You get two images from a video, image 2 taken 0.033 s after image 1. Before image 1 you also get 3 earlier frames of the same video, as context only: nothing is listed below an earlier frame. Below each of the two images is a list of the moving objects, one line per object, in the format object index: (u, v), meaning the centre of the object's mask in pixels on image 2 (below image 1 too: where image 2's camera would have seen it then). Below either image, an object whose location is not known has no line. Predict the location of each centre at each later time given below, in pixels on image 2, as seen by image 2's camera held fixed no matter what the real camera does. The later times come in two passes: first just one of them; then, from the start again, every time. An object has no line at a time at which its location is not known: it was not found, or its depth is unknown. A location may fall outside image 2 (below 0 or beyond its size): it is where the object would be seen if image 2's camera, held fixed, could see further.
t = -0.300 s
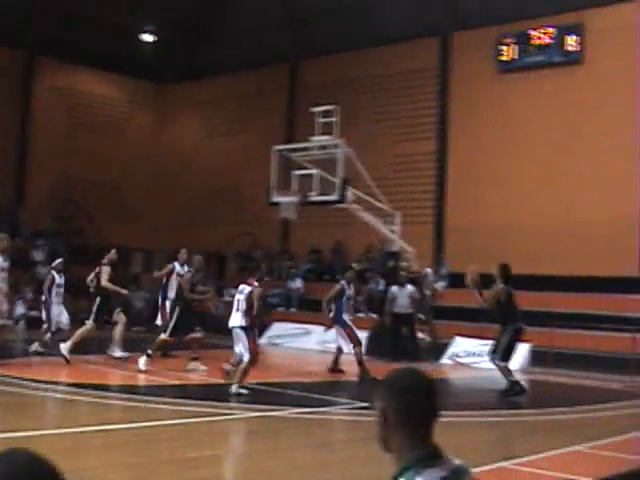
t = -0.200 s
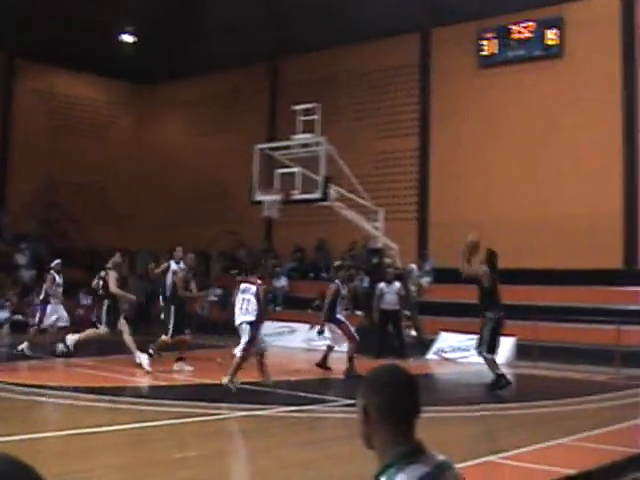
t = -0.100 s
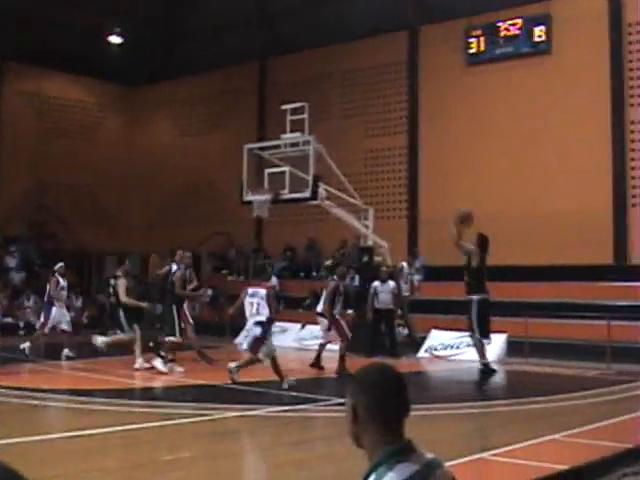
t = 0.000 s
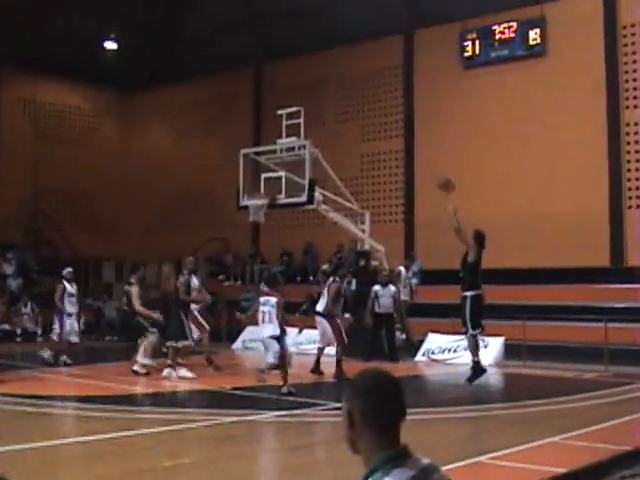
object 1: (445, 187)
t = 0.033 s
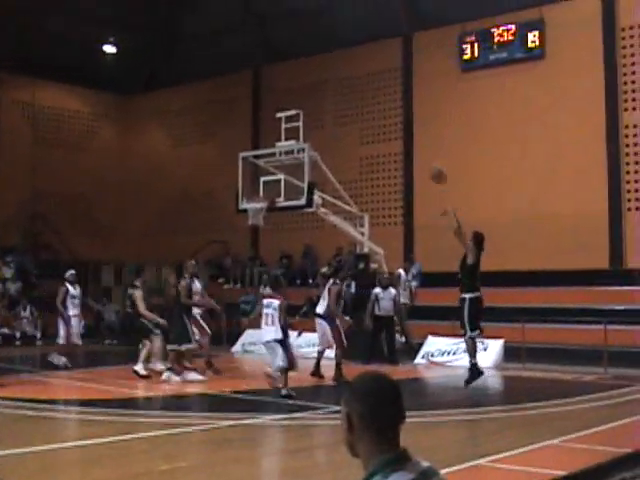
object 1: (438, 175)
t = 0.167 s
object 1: (408, 138)
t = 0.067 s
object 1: (431, 165)
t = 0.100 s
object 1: (423, 154)
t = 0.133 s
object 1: (416, 144)
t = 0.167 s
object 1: (408, 138)
